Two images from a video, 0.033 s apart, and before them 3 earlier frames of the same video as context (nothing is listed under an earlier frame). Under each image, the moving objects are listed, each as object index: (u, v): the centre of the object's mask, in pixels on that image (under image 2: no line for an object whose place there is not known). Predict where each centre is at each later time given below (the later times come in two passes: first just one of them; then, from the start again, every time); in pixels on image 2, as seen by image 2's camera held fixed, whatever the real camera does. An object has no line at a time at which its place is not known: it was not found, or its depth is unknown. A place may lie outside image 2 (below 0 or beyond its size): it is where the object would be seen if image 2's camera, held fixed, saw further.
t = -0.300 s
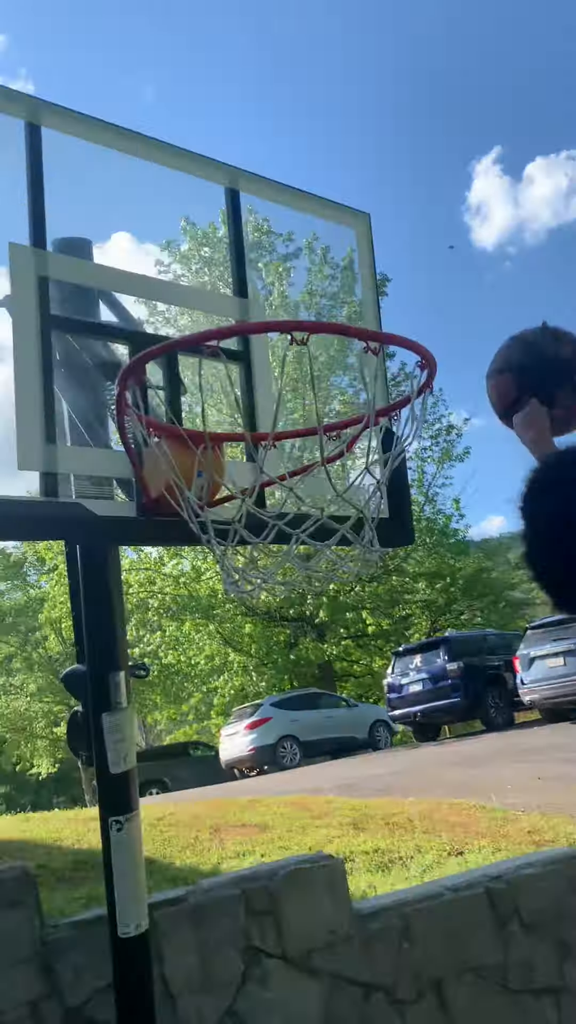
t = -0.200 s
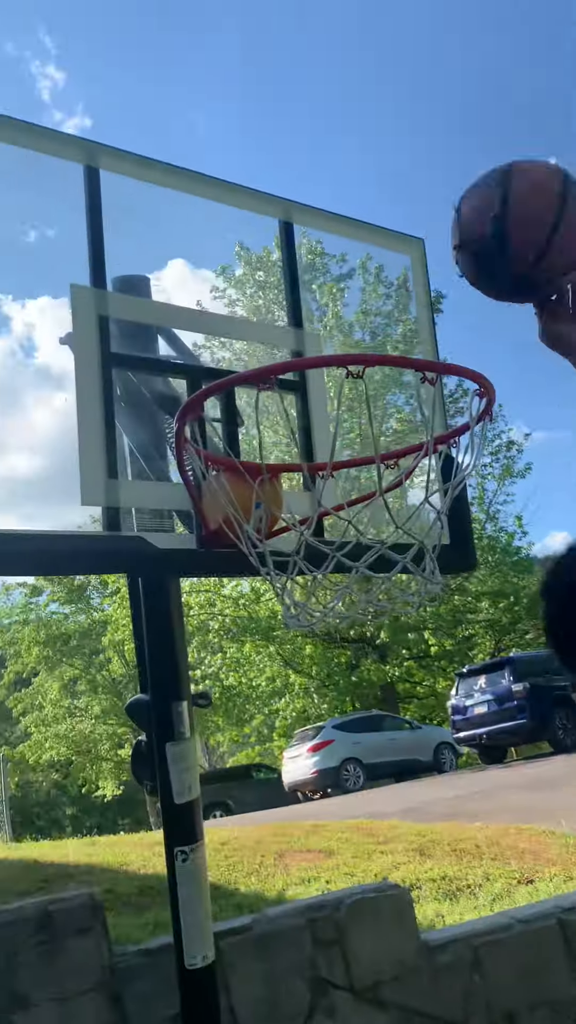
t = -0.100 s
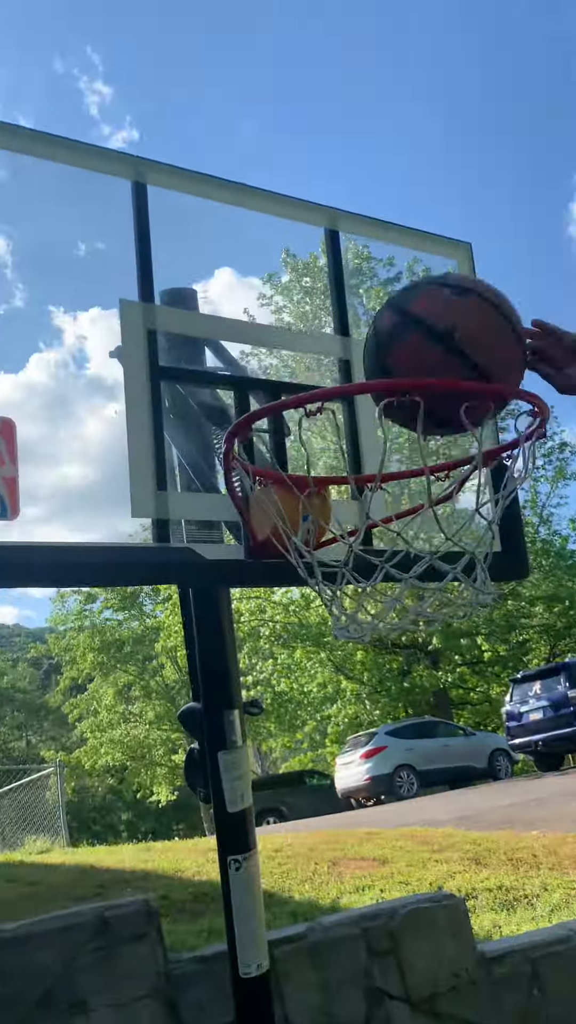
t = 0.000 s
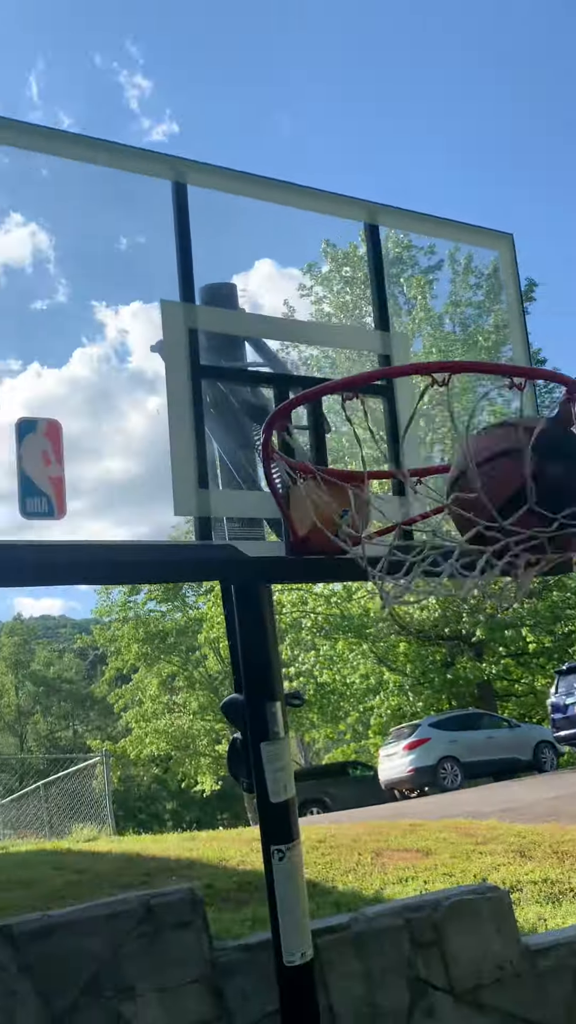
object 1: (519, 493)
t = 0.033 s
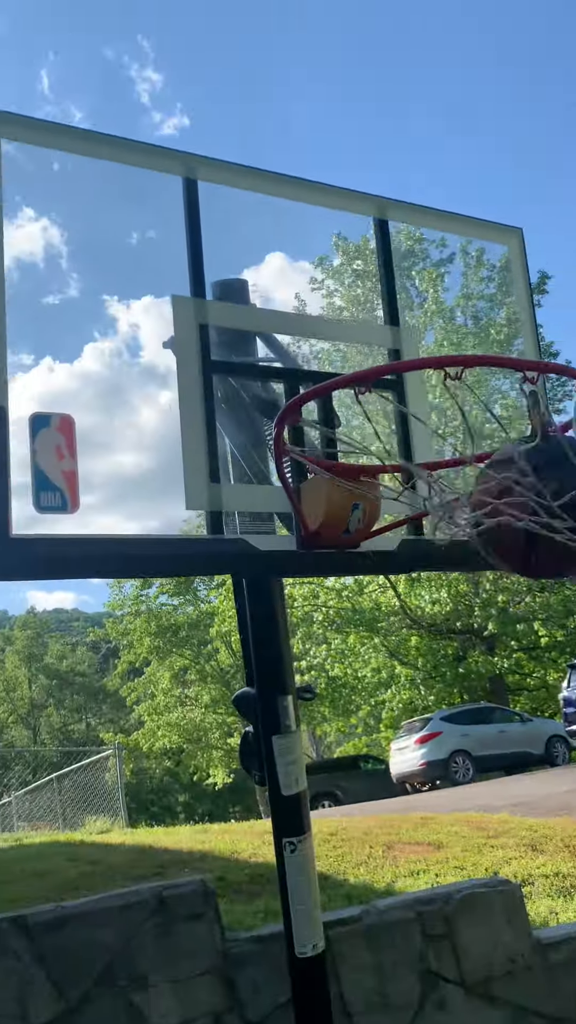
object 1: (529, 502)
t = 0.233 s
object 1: (471, 595)
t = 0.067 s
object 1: (518, 515)
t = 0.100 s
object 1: (509, 524)
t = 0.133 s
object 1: (498, 537)
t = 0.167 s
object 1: (490, 557)
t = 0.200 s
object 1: (479, 578)
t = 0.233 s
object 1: (471, 595)
